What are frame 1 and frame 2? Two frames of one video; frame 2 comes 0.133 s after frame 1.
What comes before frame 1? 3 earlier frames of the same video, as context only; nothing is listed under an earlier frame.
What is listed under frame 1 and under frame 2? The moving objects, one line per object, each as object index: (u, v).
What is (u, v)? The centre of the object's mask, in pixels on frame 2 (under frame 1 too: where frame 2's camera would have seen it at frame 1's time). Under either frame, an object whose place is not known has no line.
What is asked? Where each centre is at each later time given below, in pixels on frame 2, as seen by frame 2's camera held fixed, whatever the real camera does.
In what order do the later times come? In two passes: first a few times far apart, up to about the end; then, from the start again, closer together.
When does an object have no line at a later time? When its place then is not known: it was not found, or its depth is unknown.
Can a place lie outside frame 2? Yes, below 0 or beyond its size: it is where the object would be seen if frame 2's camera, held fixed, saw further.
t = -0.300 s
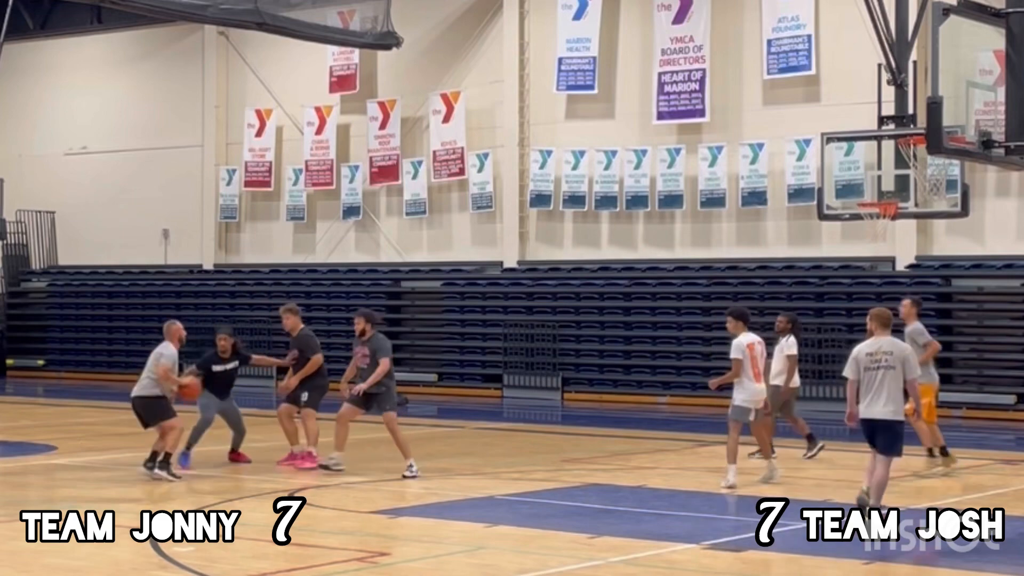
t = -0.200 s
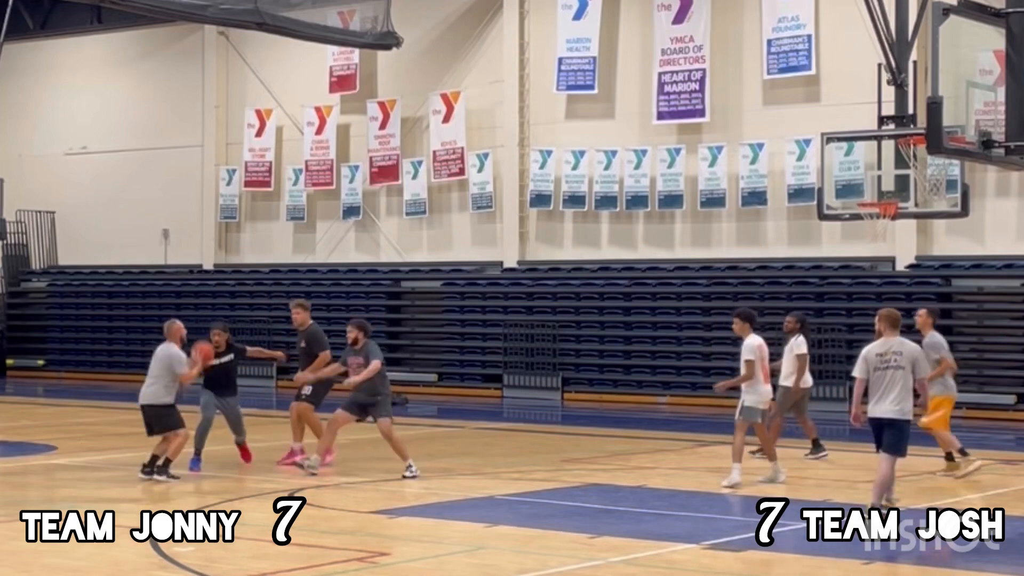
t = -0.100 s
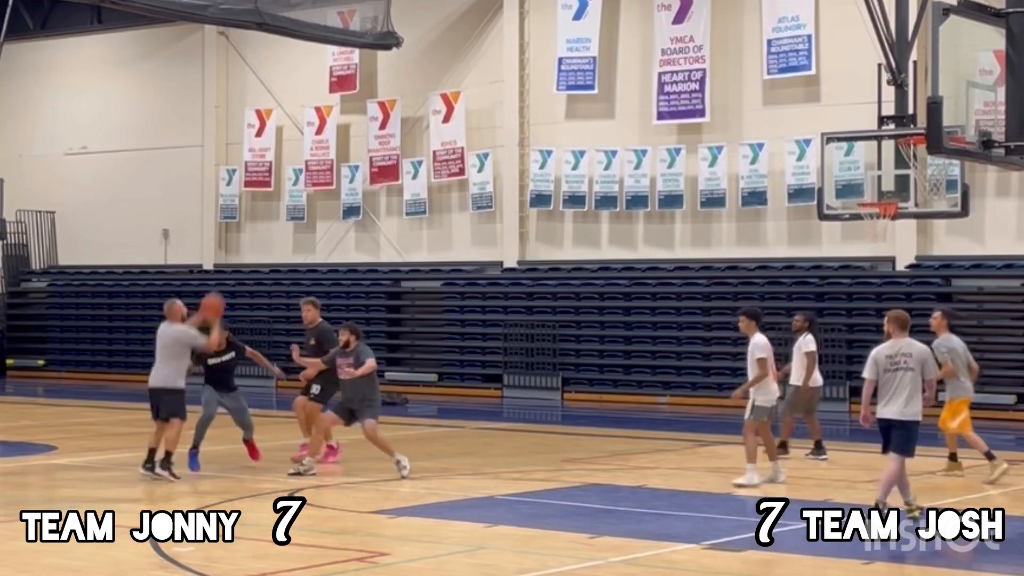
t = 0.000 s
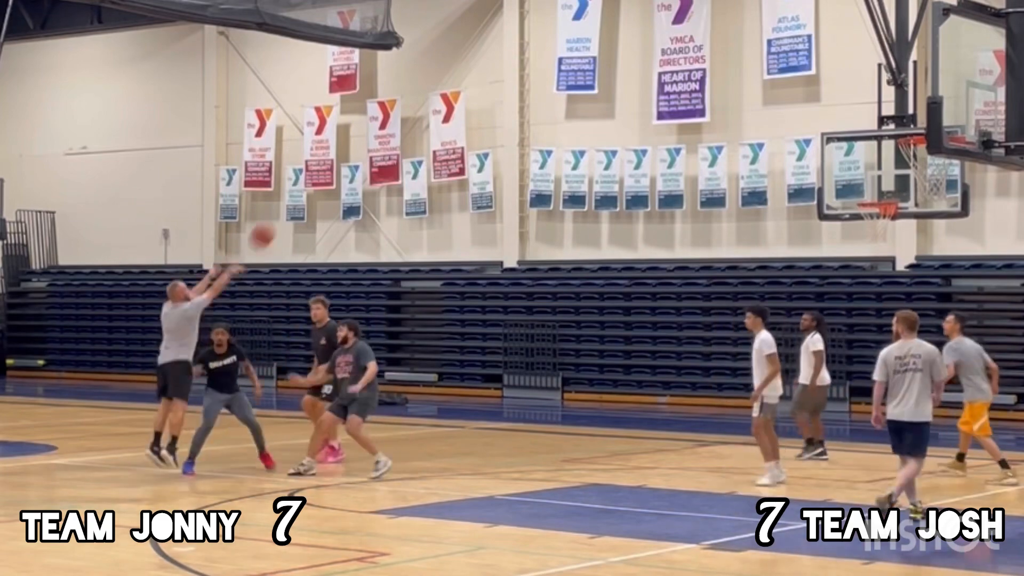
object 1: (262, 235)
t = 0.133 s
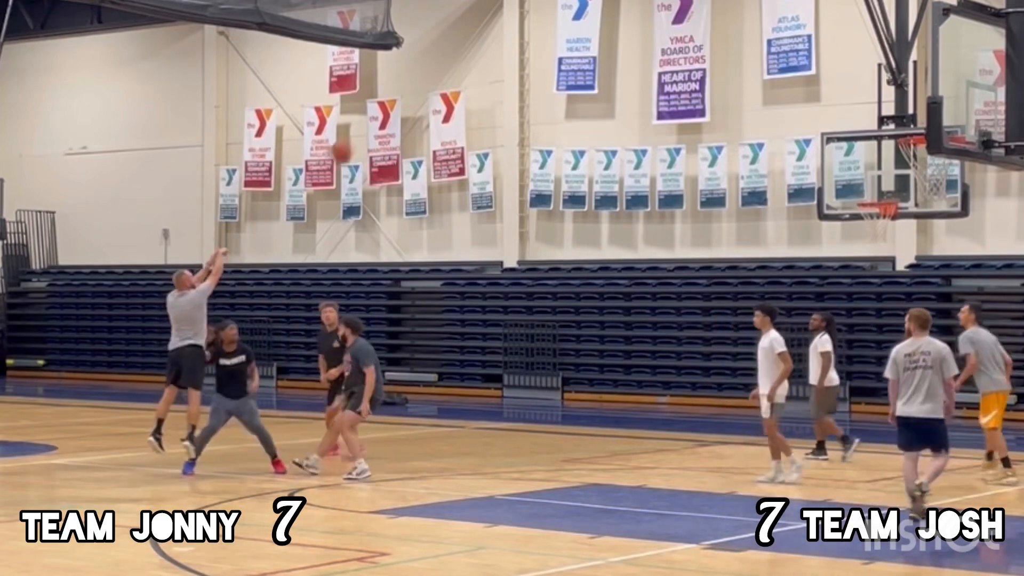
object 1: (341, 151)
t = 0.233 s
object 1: (397, 102)
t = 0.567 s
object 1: (568, 15)
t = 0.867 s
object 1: (704, 24)
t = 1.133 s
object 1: (814, 93)
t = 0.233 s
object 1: (397, 102)
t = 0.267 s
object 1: (414, 90)
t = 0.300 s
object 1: (432, 77)
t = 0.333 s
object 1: (449, 66)
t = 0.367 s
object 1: (467, 56)
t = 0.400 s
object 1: (484, 46)
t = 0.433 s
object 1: (502, 37)
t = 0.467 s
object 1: (519, 31)
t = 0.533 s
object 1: (551, 19)
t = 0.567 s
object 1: (568, 15)
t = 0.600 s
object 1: (583, 13)
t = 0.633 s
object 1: (601, 11)
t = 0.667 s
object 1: (615, 10)
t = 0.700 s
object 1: (630, 10)
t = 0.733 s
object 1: (645, 11)
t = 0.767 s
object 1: (660, 13)
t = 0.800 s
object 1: (675, 15)
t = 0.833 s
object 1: (690, 19)
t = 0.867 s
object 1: (704, 24)
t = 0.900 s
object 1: (718, 29)
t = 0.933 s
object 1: (732, 36)
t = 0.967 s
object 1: (747, 43)
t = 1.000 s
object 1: (760, 51)
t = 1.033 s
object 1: (774, 61)
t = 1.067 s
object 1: (788, 70)
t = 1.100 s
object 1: (802, 82)
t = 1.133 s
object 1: (814, 93)
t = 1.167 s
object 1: (827, 104)
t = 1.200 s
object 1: (840, 117)
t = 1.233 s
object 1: (853, 130)
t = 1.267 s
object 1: (866, 145)
